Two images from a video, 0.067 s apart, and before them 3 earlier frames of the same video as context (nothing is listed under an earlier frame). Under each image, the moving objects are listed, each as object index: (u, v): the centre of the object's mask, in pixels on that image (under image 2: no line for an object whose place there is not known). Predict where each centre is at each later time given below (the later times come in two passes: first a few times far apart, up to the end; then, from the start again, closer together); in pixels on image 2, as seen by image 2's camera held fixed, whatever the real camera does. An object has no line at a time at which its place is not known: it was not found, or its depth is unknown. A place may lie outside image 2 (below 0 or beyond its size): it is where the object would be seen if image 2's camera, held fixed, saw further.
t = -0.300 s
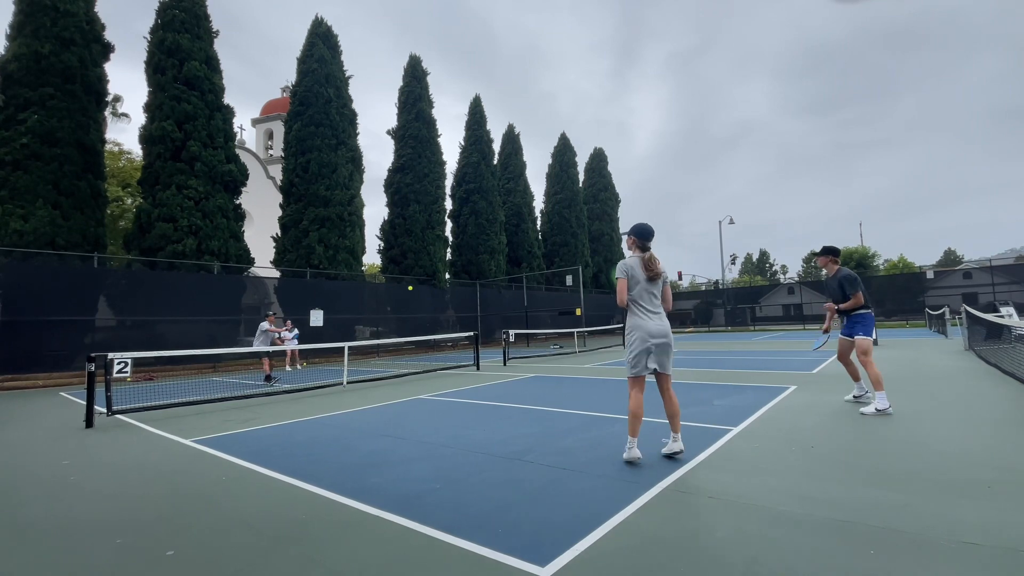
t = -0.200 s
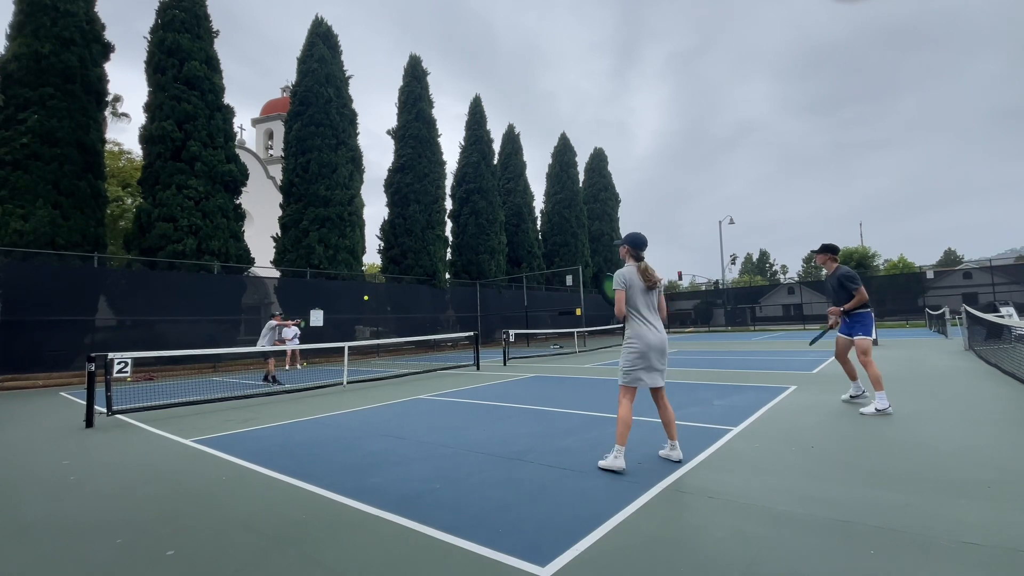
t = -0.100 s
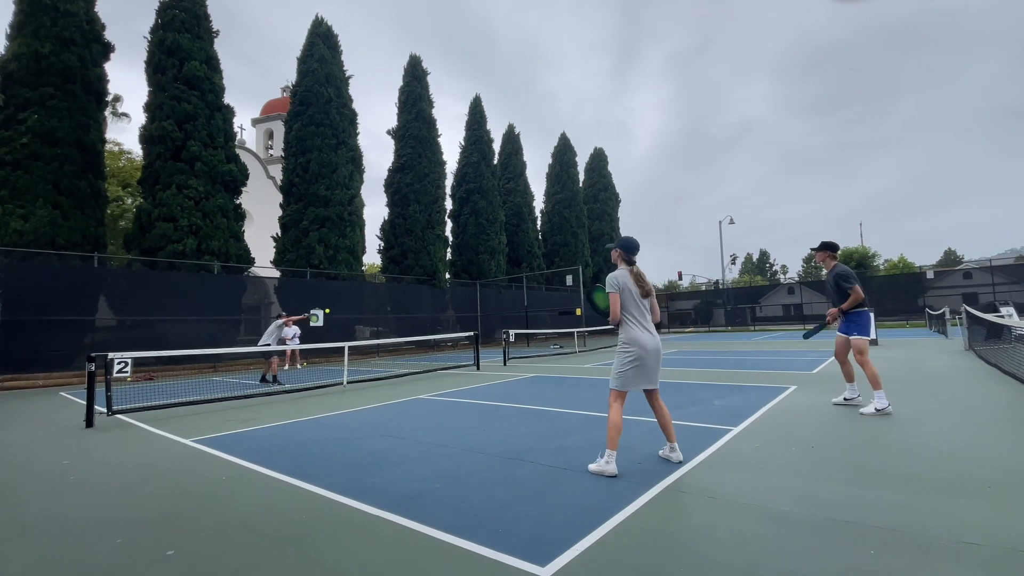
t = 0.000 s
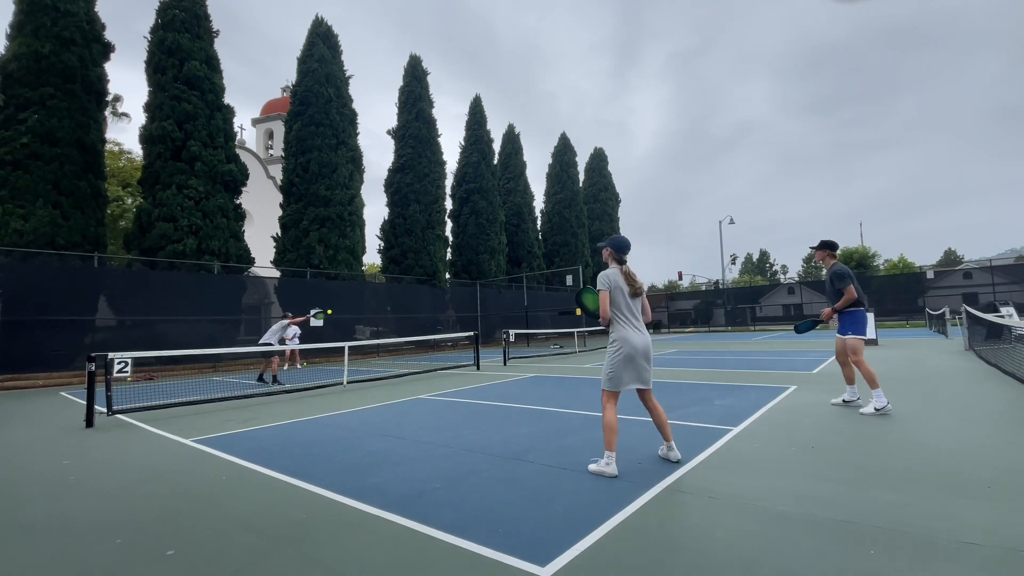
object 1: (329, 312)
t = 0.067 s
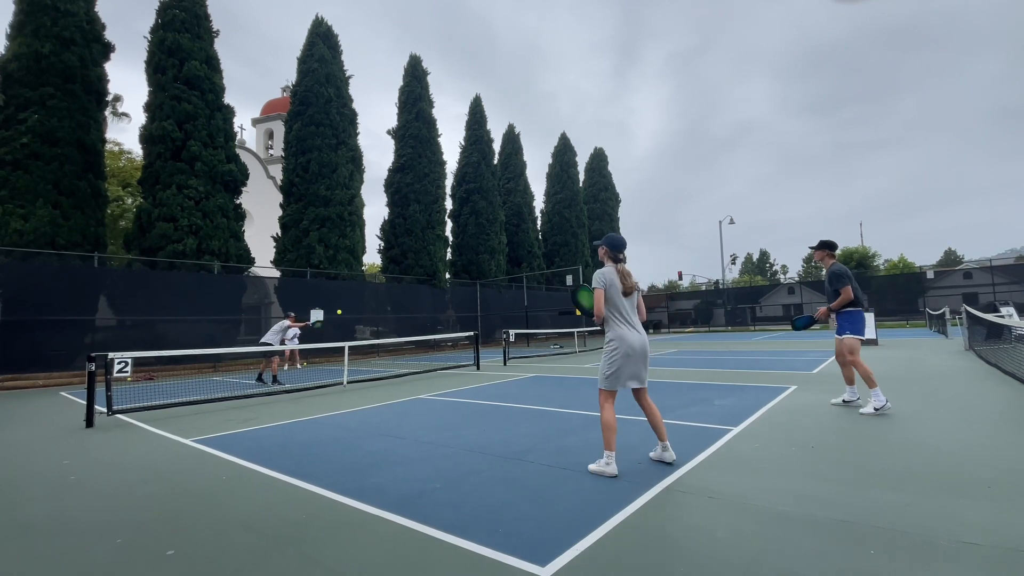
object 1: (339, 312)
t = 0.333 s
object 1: (384, 342)
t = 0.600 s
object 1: (438, 392)
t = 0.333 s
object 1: (384, 342)
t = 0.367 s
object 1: (391, 350)
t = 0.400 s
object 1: (397, 359)
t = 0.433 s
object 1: (404, 370)
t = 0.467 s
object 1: (412, 382)
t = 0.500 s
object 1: (419, 395)
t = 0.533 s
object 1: (427, 407)
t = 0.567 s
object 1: (432, 400)
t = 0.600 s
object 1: (438, 392)
